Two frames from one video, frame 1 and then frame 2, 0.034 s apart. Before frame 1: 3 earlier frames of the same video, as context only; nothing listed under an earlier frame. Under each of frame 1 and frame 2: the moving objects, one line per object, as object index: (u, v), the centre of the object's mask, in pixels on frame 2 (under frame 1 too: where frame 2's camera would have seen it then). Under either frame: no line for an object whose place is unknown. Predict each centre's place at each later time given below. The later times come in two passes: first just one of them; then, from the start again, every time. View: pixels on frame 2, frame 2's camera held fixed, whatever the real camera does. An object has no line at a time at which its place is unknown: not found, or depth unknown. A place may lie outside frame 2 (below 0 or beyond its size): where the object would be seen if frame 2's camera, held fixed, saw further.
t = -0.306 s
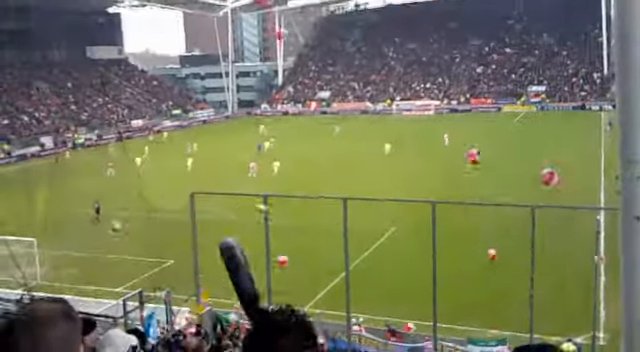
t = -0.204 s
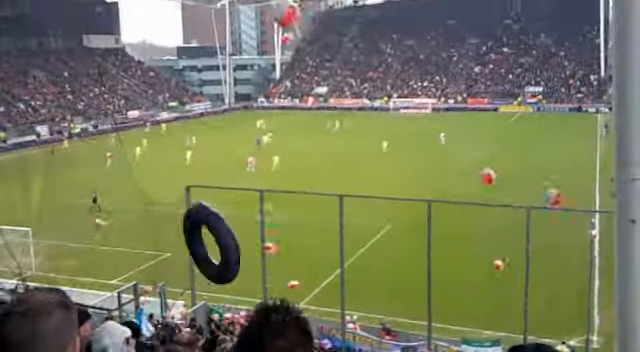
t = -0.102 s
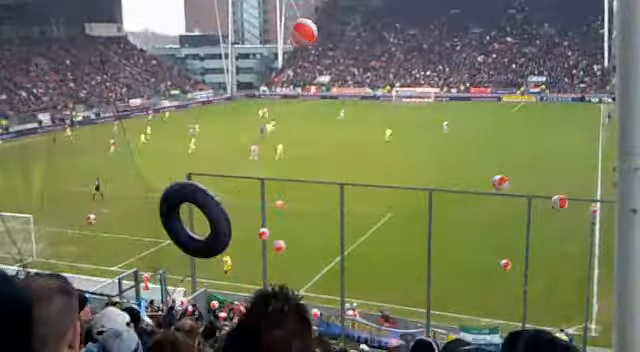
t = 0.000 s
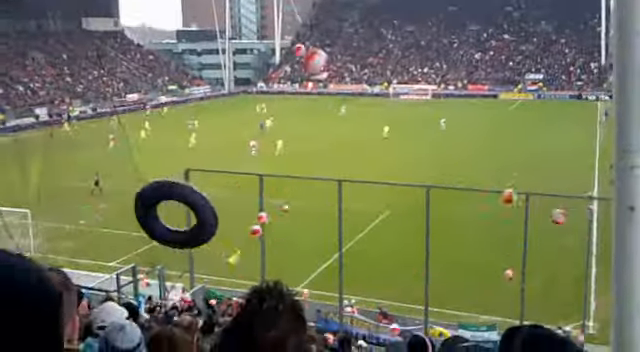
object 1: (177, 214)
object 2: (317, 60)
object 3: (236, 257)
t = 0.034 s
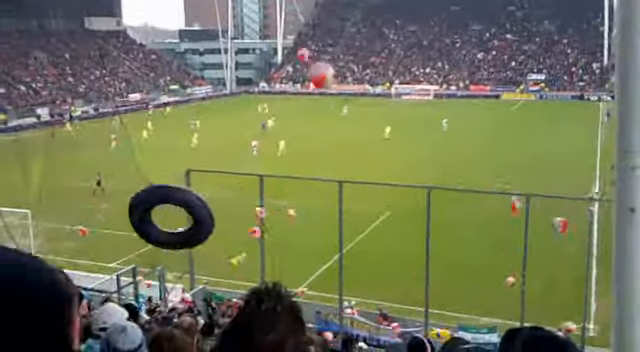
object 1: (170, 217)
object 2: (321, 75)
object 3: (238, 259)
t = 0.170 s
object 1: (150, 235)
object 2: (337, 130)
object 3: (246, 263)
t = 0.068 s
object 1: (167, 220)
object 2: (326, 86)
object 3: (243, 260)
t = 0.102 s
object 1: (161, 223)
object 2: (331, 103)
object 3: (243, 259)
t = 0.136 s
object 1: (155, 229)
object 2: (334, 116)
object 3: (244, 261)
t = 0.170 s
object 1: (150, 235)
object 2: (337, 130)
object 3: (246, 263)
